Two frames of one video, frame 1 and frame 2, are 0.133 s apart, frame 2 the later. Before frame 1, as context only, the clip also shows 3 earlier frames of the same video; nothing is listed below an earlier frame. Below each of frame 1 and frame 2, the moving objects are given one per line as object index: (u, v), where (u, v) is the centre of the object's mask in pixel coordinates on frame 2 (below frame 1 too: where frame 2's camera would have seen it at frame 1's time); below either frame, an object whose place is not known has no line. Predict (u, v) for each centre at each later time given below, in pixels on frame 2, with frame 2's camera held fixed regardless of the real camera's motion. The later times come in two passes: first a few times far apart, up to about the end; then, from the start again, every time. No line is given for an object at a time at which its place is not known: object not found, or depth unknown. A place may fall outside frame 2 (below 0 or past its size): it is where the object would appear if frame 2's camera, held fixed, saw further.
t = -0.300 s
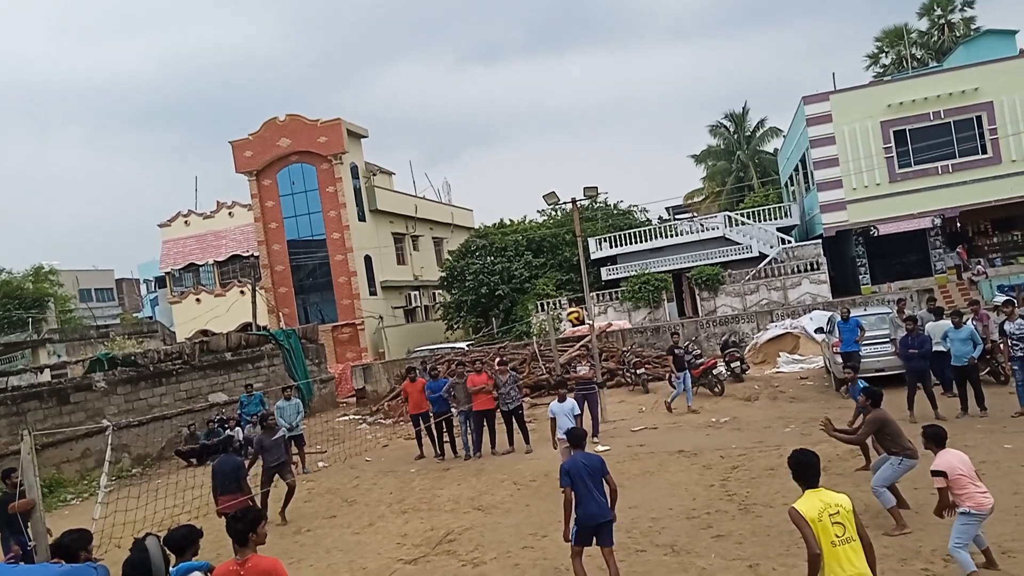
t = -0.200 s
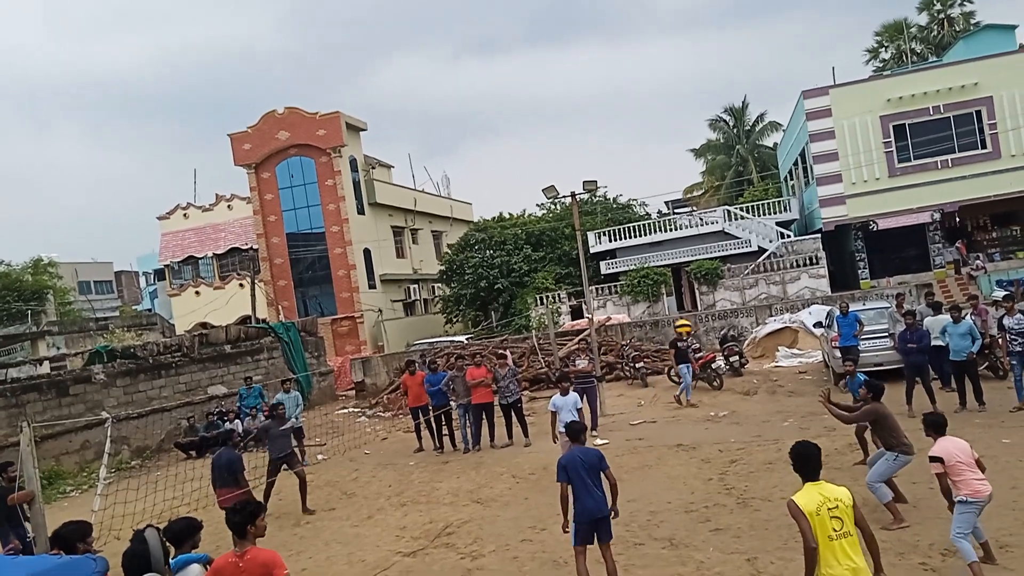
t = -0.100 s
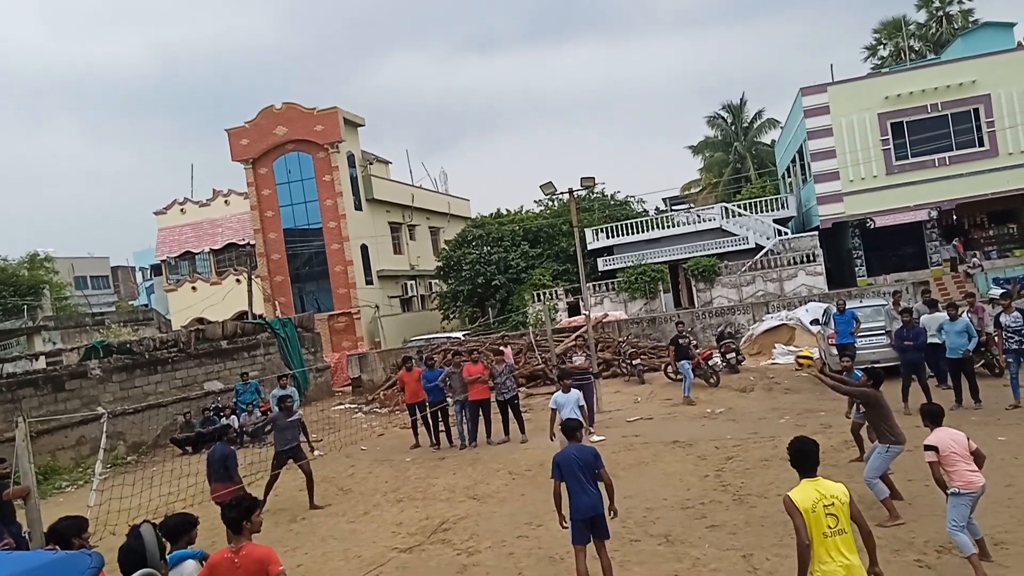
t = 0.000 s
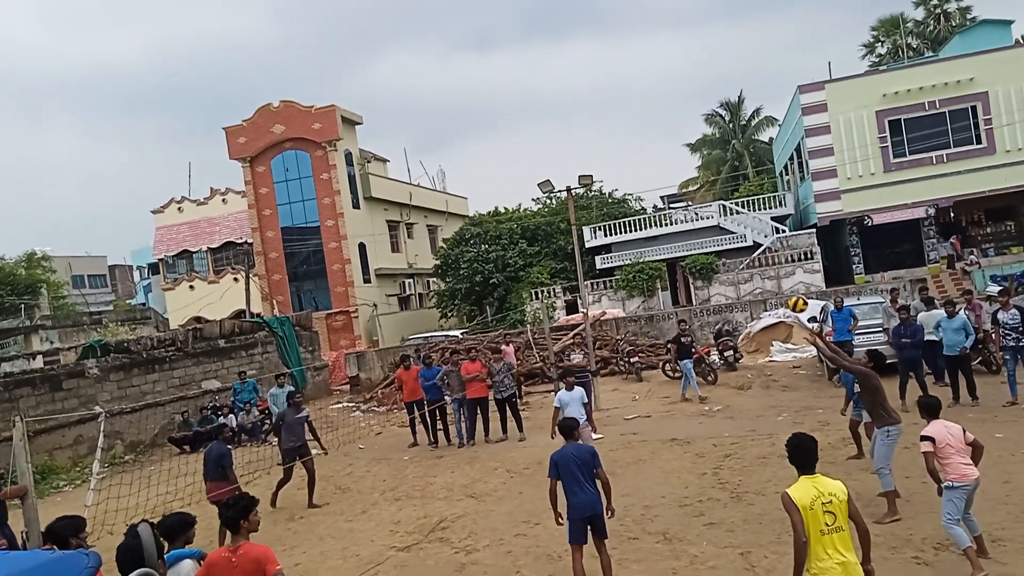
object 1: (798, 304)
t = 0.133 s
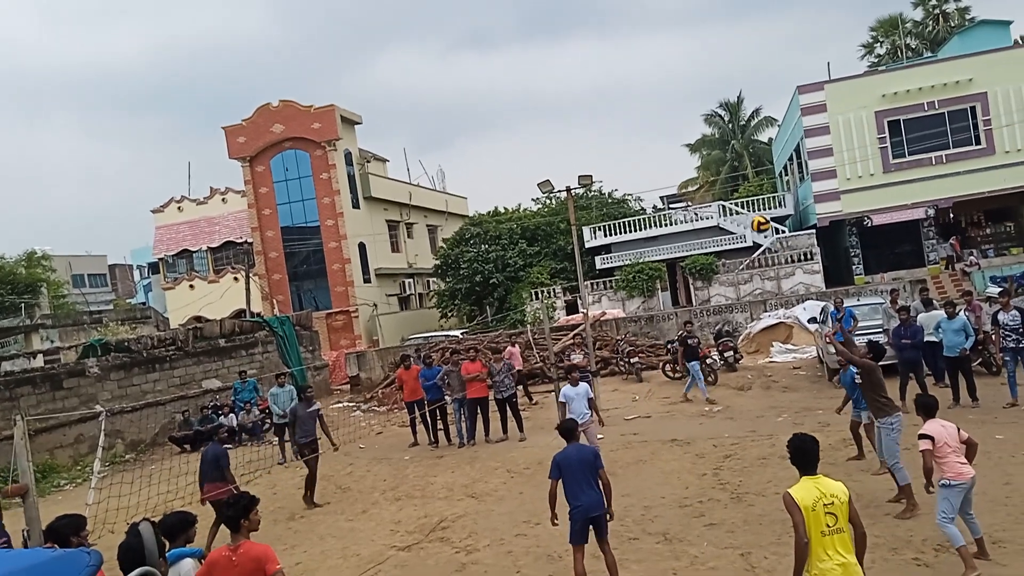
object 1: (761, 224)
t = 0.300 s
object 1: (722, 149)
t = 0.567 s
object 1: (670, 89)
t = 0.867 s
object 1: (631, 88)
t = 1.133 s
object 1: (610, 142)
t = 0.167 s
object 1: (752, 206)
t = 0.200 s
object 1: (744, 190)
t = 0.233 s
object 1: (737, 176)
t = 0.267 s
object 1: (730, 162)
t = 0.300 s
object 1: (722, 149)
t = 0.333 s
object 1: (715, 139)
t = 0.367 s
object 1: (708, 128)
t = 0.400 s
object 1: (702, 119)
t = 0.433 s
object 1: (694, 110)
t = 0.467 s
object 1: (687, 105)
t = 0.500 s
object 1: (680, 98)
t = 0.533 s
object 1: (676, 92)
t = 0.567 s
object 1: (670, 89)
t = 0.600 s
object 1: (664, 85)
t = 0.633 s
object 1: (660, 83)
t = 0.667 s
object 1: (656, 81)
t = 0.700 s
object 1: (651, 80)
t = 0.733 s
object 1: (646, 79)
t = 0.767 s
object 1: (643, 81)
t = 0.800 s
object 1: (640, 81)
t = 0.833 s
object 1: (636, 84)
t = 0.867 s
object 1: (631, 88)
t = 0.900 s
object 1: (625, 91)
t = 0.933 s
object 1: (623, 98)
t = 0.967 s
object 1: (620, 103)
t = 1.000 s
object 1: (616, 109)
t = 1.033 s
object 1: (615, 116)
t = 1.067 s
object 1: (613, 124)
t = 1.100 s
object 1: (611, 131)
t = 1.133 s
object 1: (610, 142)
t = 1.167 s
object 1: (608, 151)
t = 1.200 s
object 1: (604, 161)
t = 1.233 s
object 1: (601, 174)
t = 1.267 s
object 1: (597, 185)
